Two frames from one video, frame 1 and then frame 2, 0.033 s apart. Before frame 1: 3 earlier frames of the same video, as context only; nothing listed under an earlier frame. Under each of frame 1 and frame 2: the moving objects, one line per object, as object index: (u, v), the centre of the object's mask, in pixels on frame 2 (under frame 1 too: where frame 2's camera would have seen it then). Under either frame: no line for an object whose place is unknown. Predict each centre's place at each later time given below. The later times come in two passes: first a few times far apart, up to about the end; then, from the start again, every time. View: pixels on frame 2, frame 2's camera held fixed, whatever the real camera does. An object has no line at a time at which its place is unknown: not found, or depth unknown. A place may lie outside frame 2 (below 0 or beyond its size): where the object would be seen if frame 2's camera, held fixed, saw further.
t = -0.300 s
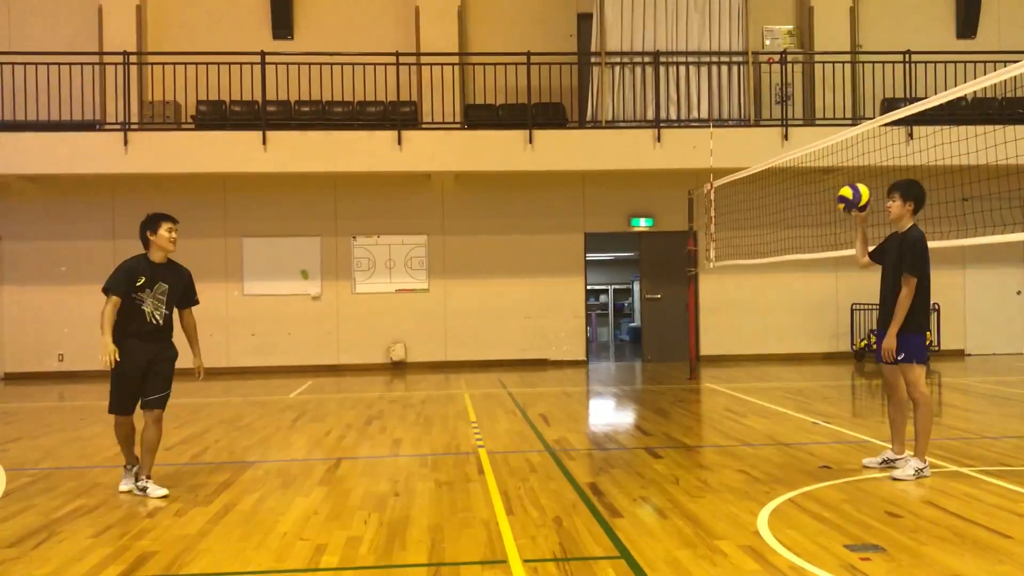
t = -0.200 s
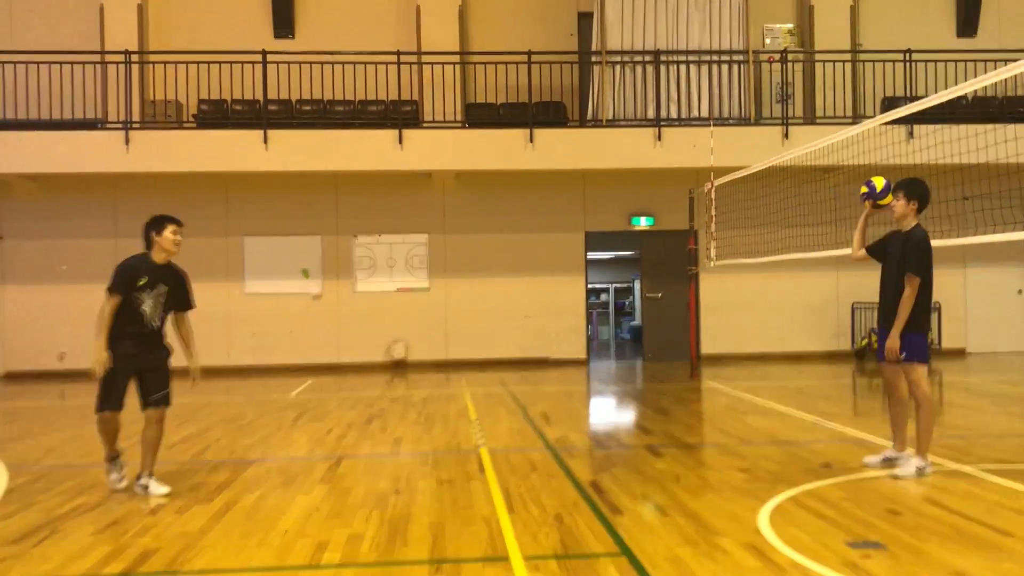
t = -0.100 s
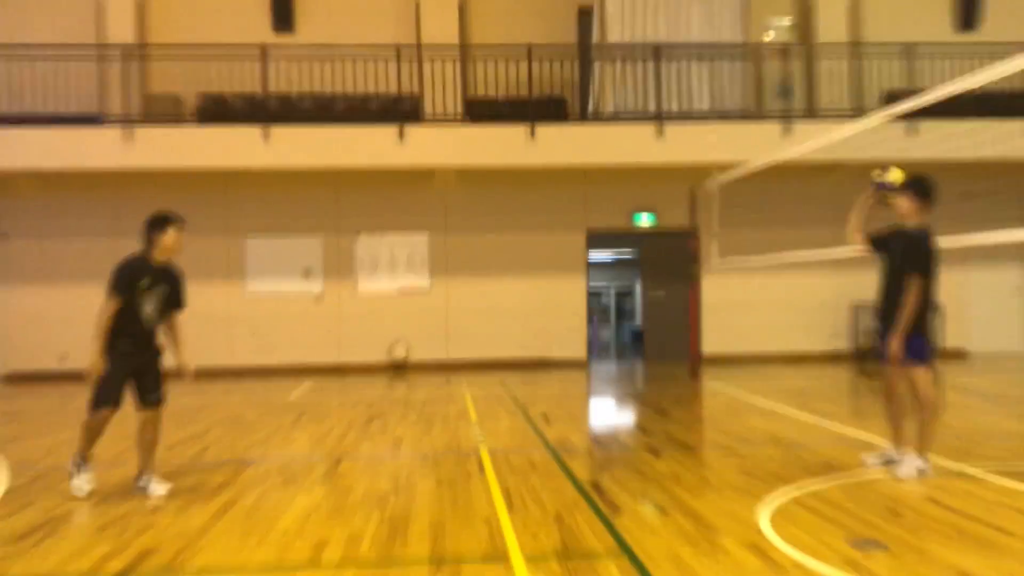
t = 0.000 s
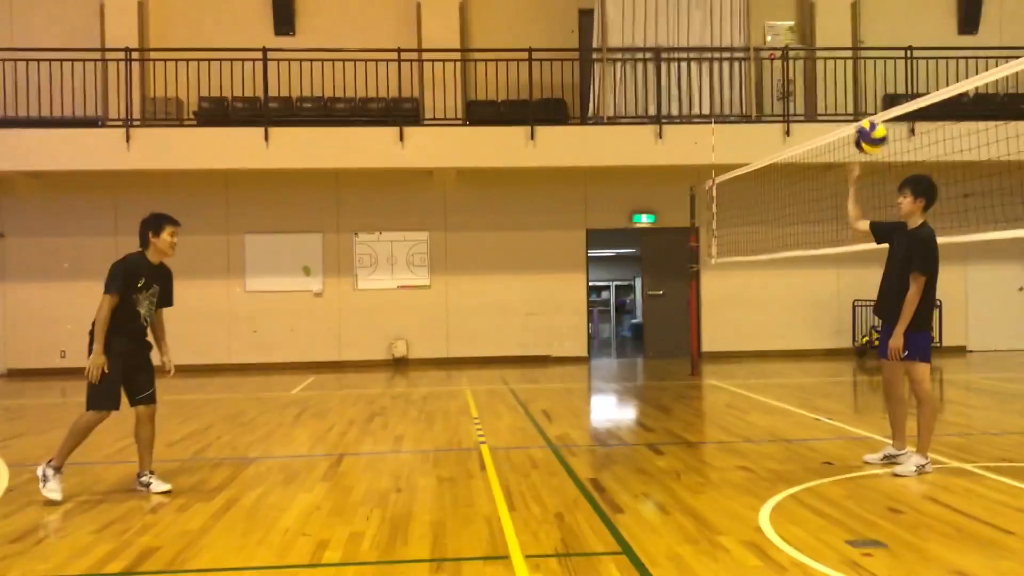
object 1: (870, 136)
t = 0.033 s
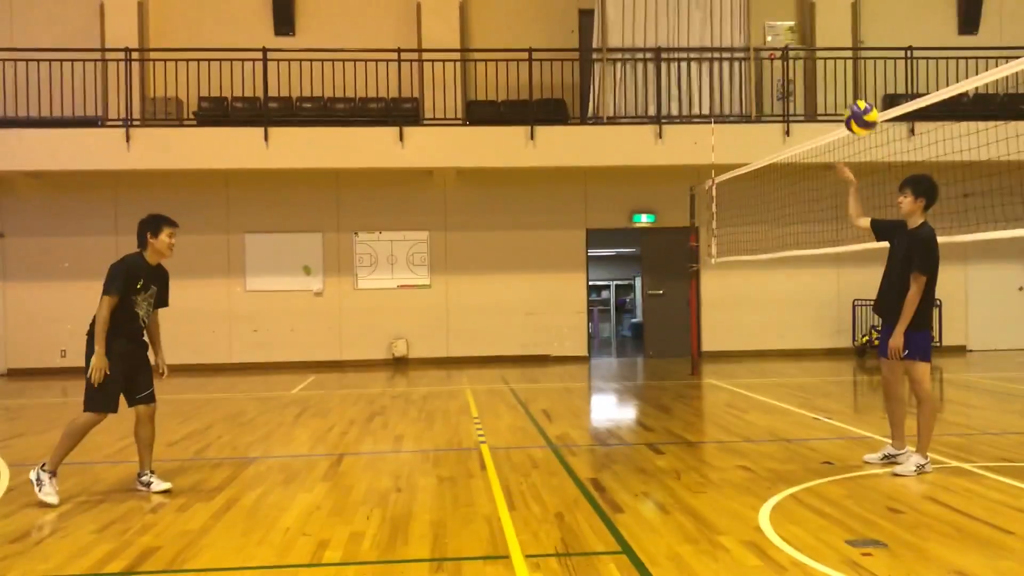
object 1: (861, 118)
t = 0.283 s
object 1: (796, 30)
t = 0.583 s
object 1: (720, 48)
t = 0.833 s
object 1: (658, 168)
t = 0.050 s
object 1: (856, 108)
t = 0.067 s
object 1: (853, 101)
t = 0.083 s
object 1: (847, 92)
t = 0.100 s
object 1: (843, 85)
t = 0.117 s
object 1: (839, 78)
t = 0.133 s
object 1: (835, 71)
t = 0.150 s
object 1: (831, 65)
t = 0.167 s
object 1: (826, 59)
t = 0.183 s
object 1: (822, 54)
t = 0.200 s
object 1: (818, 49)
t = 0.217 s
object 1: (813, 44)
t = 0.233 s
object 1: (808, 40)
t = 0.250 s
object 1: (804, 36)
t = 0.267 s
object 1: (800, 33)
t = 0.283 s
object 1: (796, 30)
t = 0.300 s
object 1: (791, 28)
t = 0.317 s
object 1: (786, 25)
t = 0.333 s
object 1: (783, 24)
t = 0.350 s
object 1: (779, 22)
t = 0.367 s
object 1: (774, 21)
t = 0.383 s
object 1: (770, 21)
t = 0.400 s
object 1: (766, 21)
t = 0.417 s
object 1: (761, 21)
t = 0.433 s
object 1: (757, 22)
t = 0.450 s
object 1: (753, 23)
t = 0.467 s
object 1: (749, 25)
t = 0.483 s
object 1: (745, 27)
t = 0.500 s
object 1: (741, 30)
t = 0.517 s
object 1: (736, 33)
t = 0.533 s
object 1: (732, 35)
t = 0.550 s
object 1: (728, 39)
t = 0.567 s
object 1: (724, 44)
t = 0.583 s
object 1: (720, 48)
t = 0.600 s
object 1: (716, 53)
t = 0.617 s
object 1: (711, 59)
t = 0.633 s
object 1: (707, 65)
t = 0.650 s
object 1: (703, 71)
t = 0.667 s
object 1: (699, 78)
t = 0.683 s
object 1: (695, 85)
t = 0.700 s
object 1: (691, 93)
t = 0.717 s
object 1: (686, 101)
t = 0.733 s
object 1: (682, 109)
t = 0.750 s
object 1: (678, 118)
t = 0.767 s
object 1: (674, 128)
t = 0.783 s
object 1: (670, 136)
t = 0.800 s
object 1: (666, 146)
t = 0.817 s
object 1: (662, 157)
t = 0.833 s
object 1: (658, 168)
